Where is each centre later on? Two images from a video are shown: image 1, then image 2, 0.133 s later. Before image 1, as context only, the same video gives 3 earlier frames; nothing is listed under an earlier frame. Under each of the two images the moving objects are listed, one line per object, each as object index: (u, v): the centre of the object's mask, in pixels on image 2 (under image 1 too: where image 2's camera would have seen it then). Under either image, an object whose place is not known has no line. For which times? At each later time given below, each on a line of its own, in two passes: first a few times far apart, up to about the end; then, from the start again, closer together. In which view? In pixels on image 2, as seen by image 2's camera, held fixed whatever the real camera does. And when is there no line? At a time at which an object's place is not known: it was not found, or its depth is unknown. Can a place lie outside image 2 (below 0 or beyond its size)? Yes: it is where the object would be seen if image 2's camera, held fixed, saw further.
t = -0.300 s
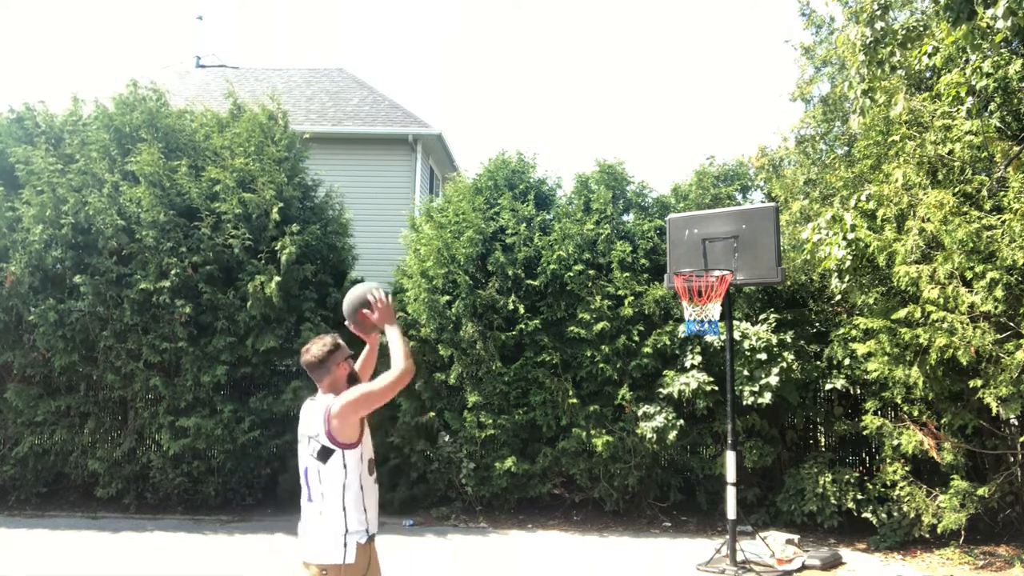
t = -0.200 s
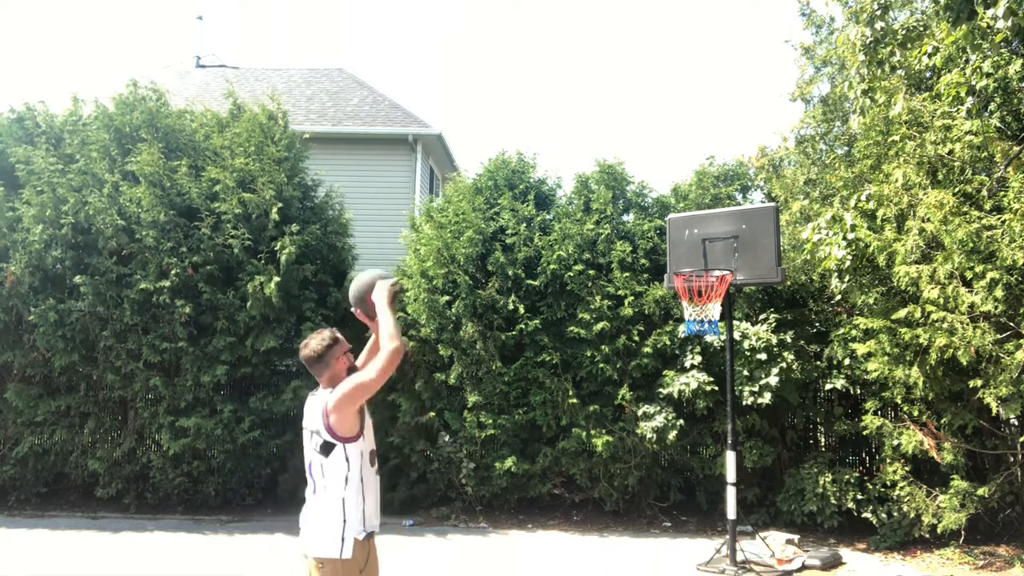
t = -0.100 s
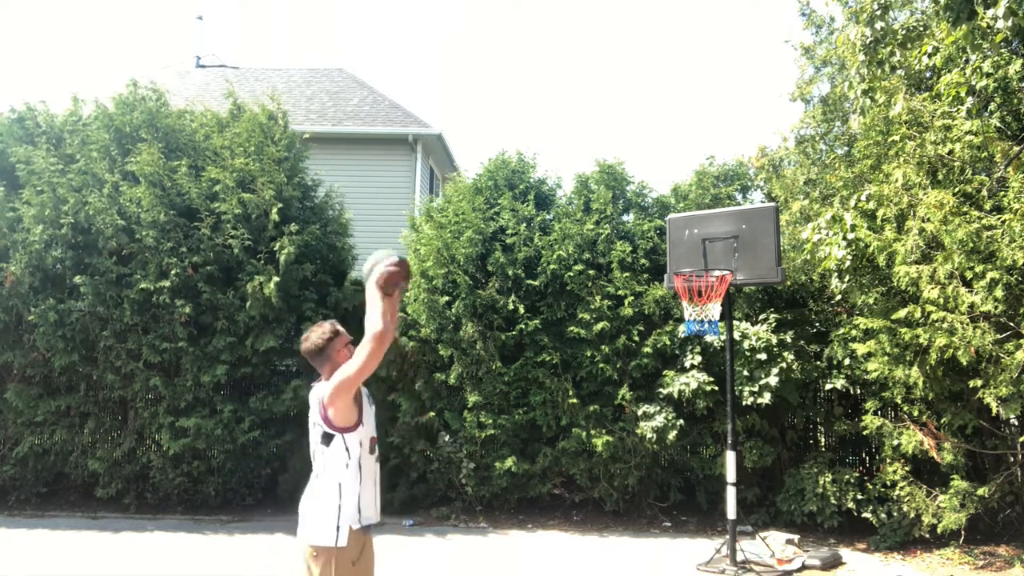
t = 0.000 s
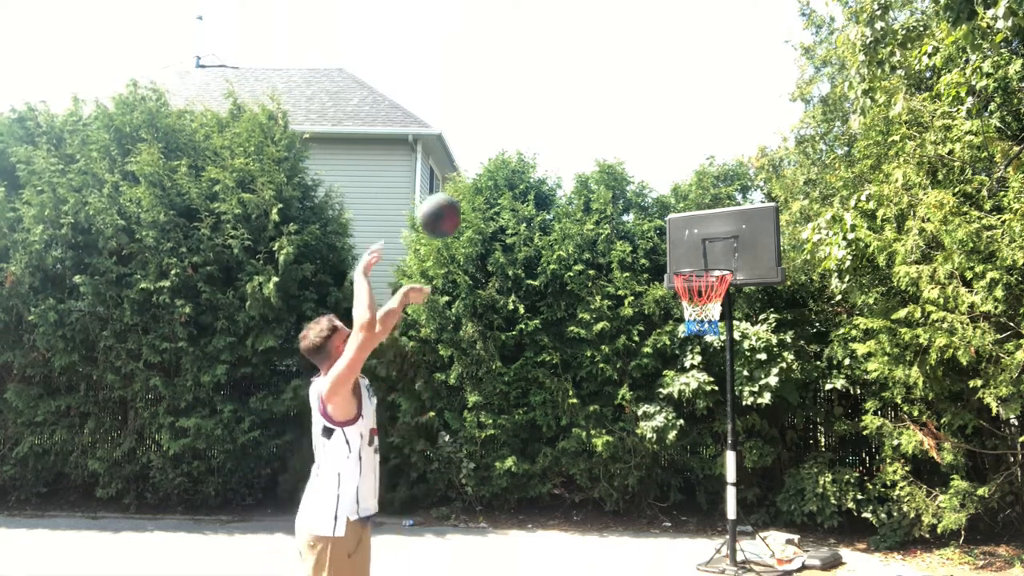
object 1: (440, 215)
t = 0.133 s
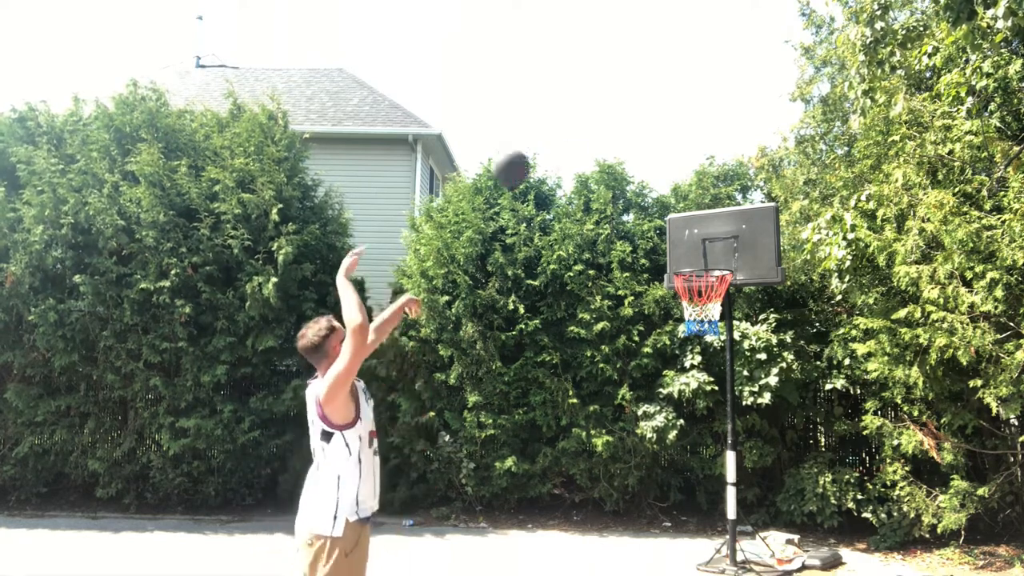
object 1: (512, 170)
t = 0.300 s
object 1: (580, 159)
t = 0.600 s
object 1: (667, 224)
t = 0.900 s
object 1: (706, 257)
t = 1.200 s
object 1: (710, 238)
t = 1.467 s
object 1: (705, 286)
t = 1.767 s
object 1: (704, 411)
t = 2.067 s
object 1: (696, 533)
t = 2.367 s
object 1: (673, 396)
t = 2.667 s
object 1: (651, 374)
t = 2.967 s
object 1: (628, 457)
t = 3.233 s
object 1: (610, 537)
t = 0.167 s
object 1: (527, 164)
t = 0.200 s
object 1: (541, 160)
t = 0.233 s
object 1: (554, 158)
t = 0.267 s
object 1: (567, 158)
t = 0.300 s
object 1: (580, 159)
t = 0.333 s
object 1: (591, 163)
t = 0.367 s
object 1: (603, 166)
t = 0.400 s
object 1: (614, 171)
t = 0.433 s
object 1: (622, 177)
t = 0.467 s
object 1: (631, 184)
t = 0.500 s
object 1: (641, 192)
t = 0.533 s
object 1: (651, 203)
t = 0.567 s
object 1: (659, 214)
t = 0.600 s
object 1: (667, 224)
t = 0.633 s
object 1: (675, 236)
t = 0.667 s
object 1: (683, 250)
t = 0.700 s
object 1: (688, 255)
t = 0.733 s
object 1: (691, 252)
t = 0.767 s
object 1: (694, 251)
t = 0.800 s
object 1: (697, 251)
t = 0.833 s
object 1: (701, 253)
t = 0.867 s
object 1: (704, 254)
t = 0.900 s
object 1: (706, 257)
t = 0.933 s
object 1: (709, 261)
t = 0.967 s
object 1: (710, 257)
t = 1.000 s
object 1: (710, 251)
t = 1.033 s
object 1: (710, 246)
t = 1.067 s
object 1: (710, 242)
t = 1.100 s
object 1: (710, 239)
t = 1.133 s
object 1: (710, 238)
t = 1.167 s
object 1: (709, 238)
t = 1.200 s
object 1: (710, 238)
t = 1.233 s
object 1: (709, 240)
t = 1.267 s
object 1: (709, 244)
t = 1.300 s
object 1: (709, 248)
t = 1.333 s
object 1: (709, 254)
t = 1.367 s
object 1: (709, 260)
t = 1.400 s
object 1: (709, 264)
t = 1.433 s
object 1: (706, 277)
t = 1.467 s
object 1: (705, 286)
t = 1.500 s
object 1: (706, 295)
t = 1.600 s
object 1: (707, 338)
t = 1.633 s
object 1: (706, 346)
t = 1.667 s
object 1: (705, 360)
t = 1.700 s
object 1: (705, 376)
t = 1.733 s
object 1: (705, 394)
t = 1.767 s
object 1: (704, 411)
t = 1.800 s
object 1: (703, 430)
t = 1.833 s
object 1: (703, 452)
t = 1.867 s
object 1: (703, 474)
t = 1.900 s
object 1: (702, 497)
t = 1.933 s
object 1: (702, 521)
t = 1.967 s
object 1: (703, 547)
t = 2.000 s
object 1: (703, 569)
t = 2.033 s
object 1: (700, 560)
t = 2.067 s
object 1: (696, 533)
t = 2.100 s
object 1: (693, 513)
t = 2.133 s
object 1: (691, 493)
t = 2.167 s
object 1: (688, 474)
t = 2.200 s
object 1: (685, 457)
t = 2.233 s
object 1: (682, 442)
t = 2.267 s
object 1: (680, 428)
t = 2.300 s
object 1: (678, 415)
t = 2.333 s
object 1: (675, 404)
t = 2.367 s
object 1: (673, 396)
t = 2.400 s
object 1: (670, 388)
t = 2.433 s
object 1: (666, 381)
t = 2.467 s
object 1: (665, 376)
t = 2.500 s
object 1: (662, 372)
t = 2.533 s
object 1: (660, 370)
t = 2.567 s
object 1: (657, 369)
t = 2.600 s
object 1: (655, 369)
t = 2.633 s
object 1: (652, 371)
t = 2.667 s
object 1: (651, 374)
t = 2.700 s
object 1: (647, 377)
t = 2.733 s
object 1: (646, 383)
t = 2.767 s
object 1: (643, 389)
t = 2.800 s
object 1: (641, 397)
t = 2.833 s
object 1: (638, 406)
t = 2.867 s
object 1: (635, 418)
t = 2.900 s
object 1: (633, 430)
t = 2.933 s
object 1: (631, 443)
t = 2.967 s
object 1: (628, 457)
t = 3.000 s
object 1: (627, 473)
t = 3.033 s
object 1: (625, 490)
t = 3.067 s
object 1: (622, 508)
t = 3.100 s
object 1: (619, 526)
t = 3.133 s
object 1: (619, 549)
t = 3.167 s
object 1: (617, 568)
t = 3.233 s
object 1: (610, 537)
